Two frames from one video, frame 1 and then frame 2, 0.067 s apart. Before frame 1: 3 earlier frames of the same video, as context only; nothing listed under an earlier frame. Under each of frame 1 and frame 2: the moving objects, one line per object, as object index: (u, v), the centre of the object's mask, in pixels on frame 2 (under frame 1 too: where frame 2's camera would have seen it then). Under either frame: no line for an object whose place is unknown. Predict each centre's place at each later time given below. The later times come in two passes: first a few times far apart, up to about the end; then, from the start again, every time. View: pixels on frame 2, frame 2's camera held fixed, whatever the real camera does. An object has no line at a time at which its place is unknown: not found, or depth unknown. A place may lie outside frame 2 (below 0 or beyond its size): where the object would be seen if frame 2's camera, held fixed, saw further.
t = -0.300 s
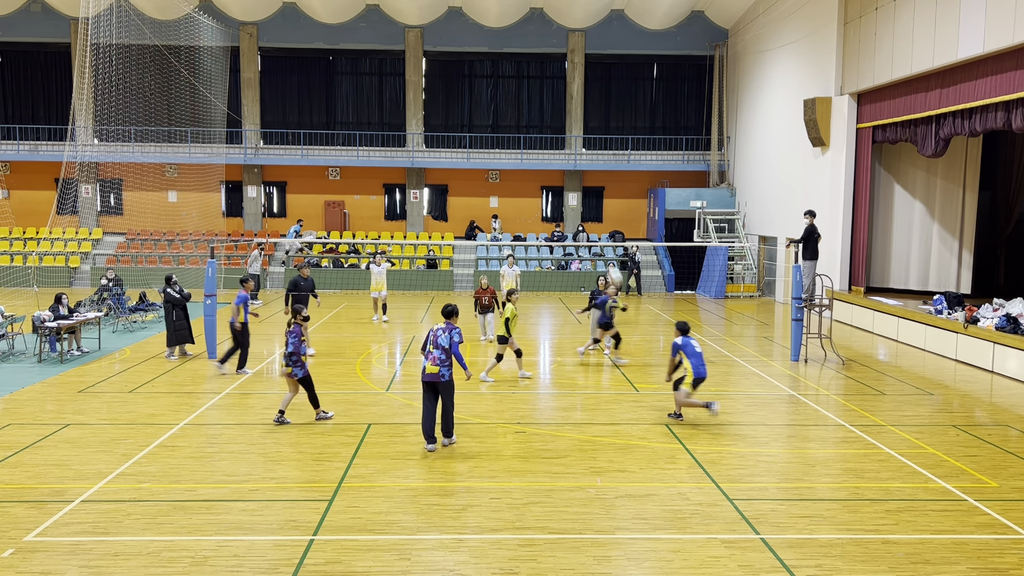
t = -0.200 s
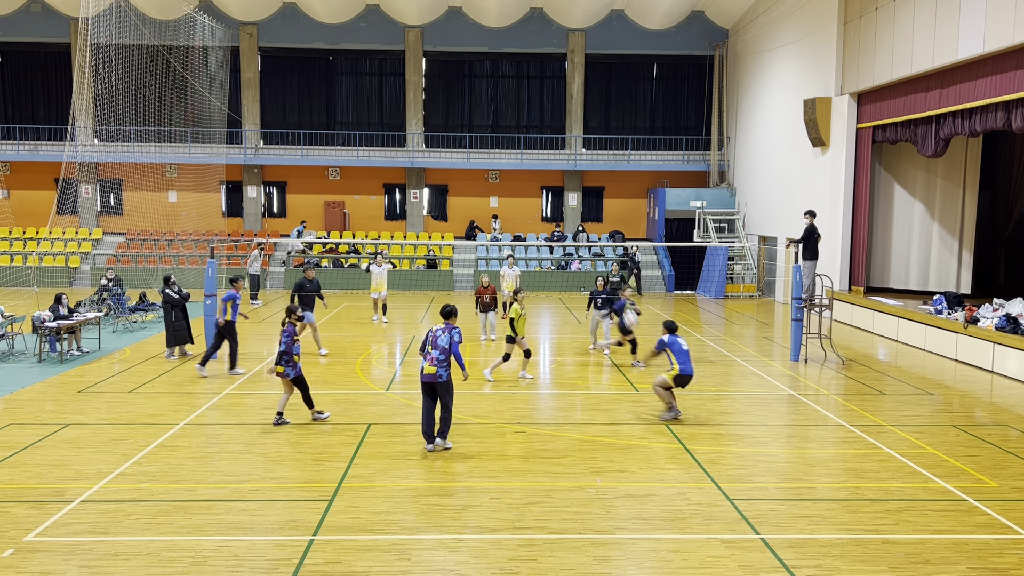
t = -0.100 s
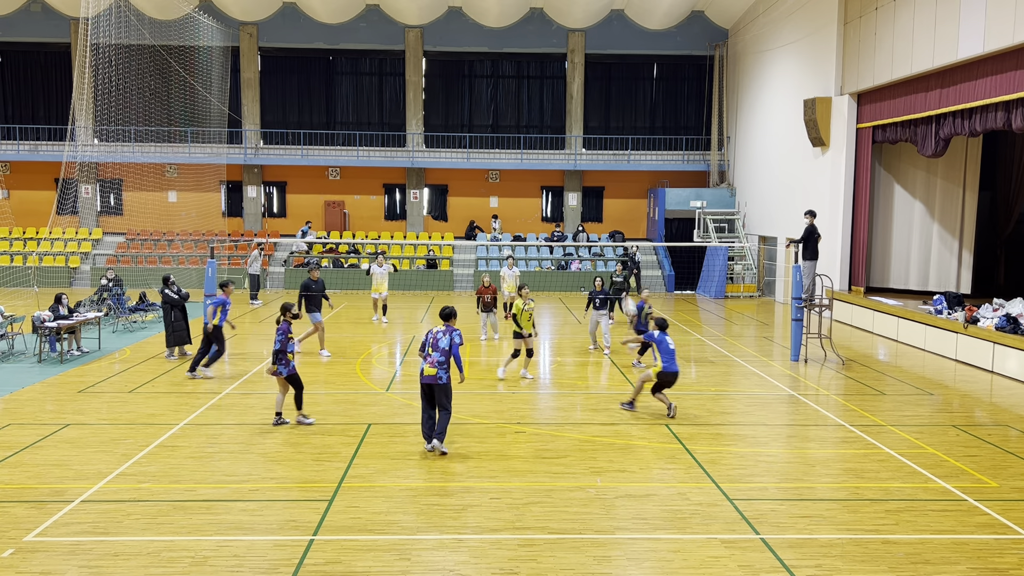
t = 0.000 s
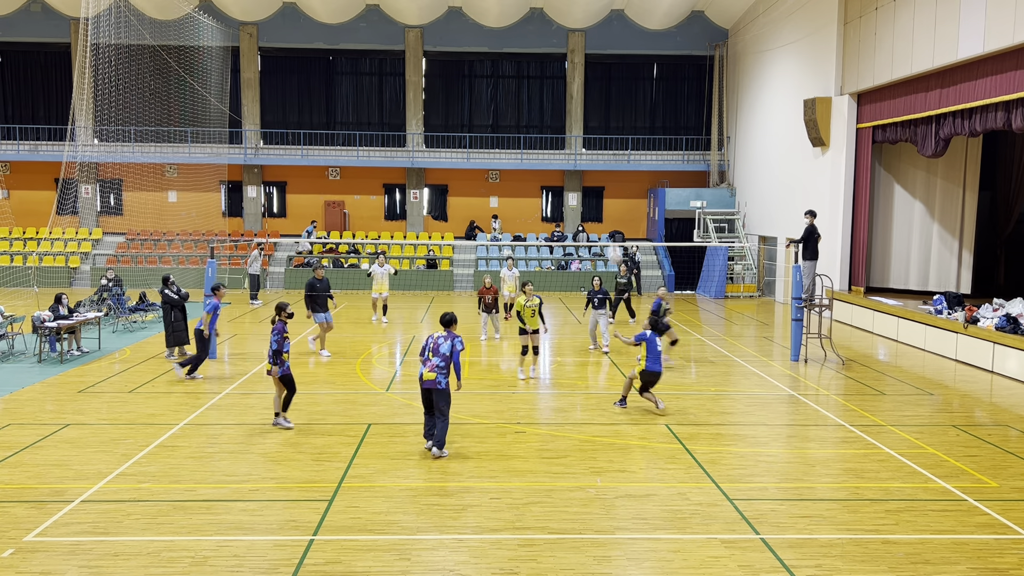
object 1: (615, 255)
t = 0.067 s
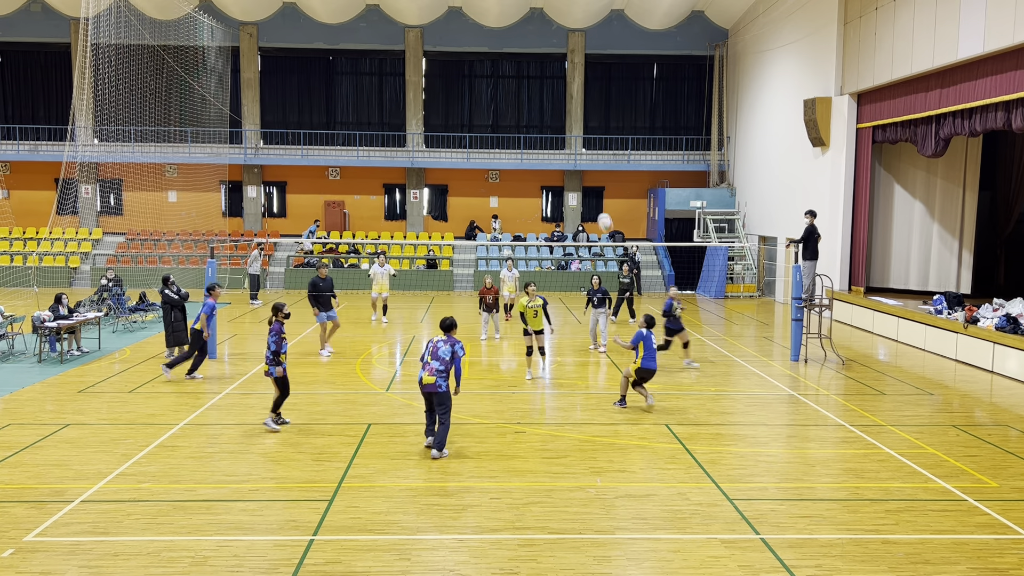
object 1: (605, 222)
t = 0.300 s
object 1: (573, 136)
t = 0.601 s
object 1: (531, 80)
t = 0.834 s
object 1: (498, 79)
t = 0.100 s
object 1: (600, 208)
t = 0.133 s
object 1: (596, 195)
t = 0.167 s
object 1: (591, 181)
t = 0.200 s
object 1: (586, 169)
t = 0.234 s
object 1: (582, 157)
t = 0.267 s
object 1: (577, 146)
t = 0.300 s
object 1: (573, 136)
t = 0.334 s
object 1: (568, 126)
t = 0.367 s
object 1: (563, 118)
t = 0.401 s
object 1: (559, 111)
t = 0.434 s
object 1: (554, 104)
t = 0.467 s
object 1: (549, 97)
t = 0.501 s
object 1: (545, 92)
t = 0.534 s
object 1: (540, 87)
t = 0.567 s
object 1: (535, 83)
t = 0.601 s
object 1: (531, 80)
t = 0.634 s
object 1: (526, 78)
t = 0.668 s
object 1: (521, 76)
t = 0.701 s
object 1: (517, 75)
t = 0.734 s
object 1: (512, 75)
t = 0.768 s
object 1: (507, 76)
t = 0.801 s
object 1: (503, 77)
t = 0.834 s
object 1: (498, 79)
